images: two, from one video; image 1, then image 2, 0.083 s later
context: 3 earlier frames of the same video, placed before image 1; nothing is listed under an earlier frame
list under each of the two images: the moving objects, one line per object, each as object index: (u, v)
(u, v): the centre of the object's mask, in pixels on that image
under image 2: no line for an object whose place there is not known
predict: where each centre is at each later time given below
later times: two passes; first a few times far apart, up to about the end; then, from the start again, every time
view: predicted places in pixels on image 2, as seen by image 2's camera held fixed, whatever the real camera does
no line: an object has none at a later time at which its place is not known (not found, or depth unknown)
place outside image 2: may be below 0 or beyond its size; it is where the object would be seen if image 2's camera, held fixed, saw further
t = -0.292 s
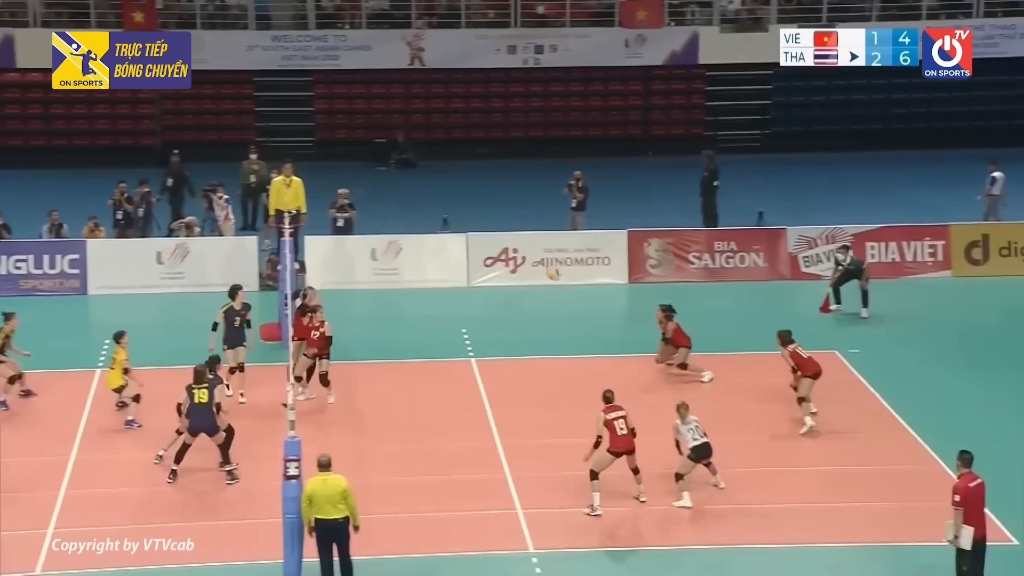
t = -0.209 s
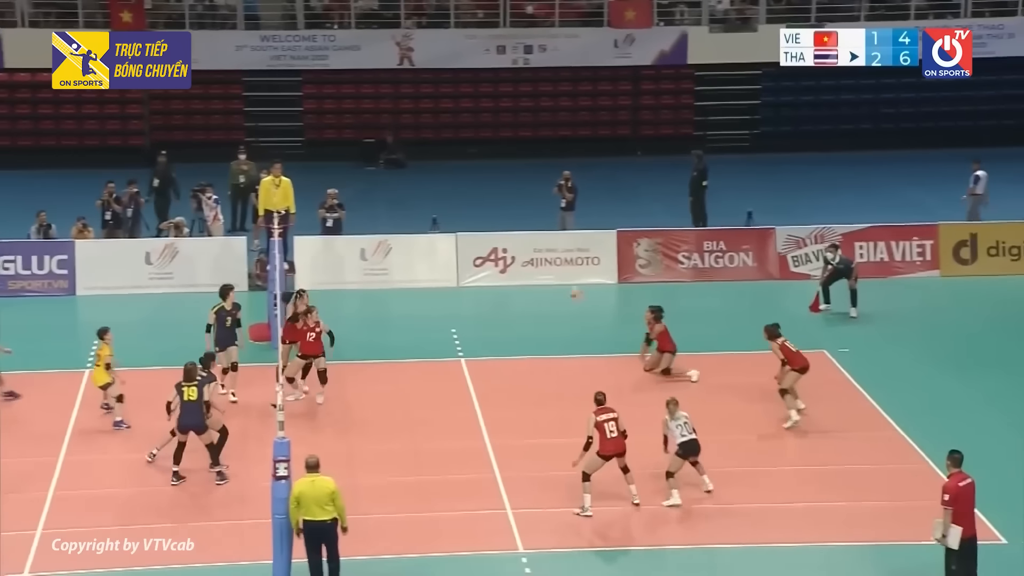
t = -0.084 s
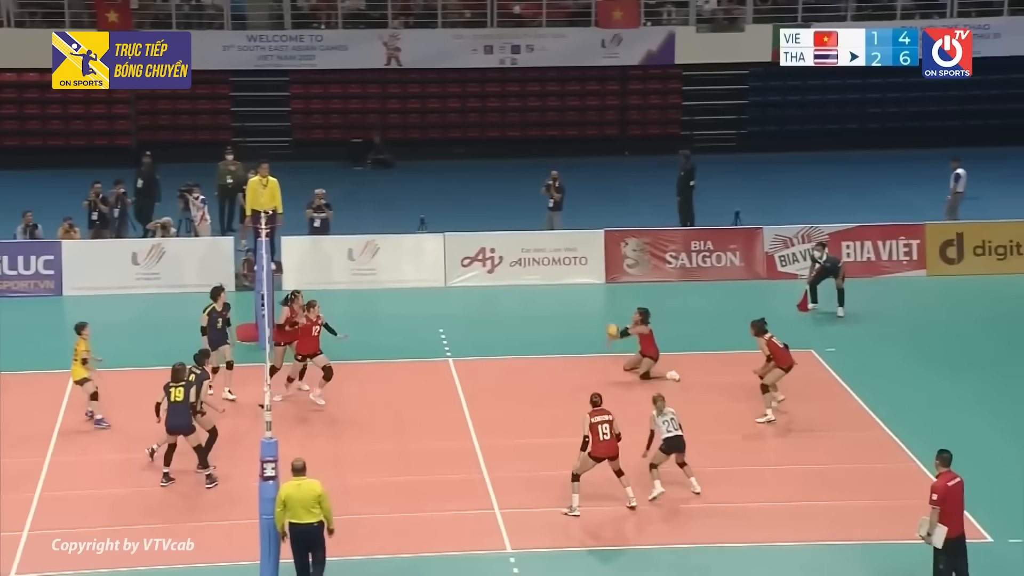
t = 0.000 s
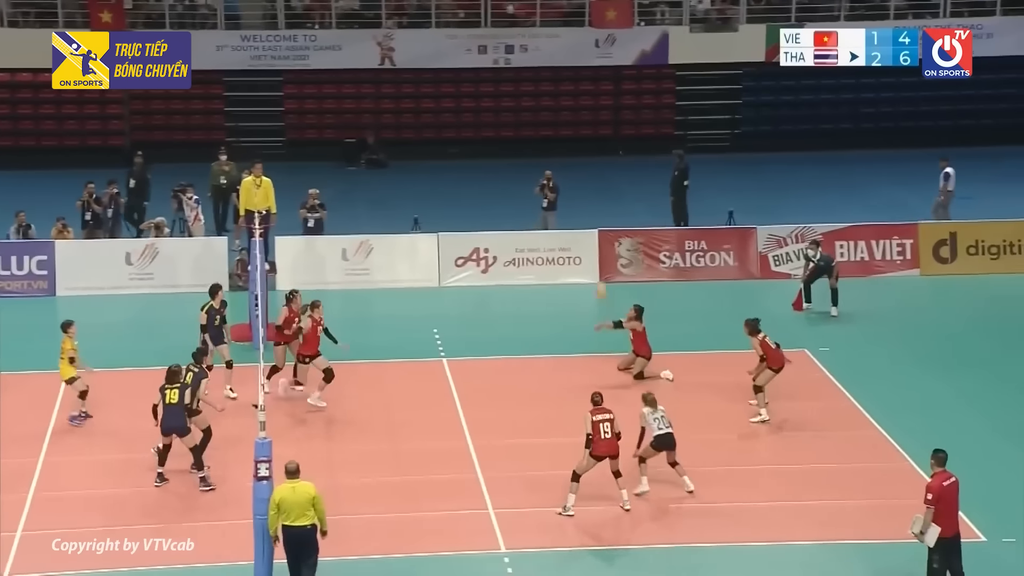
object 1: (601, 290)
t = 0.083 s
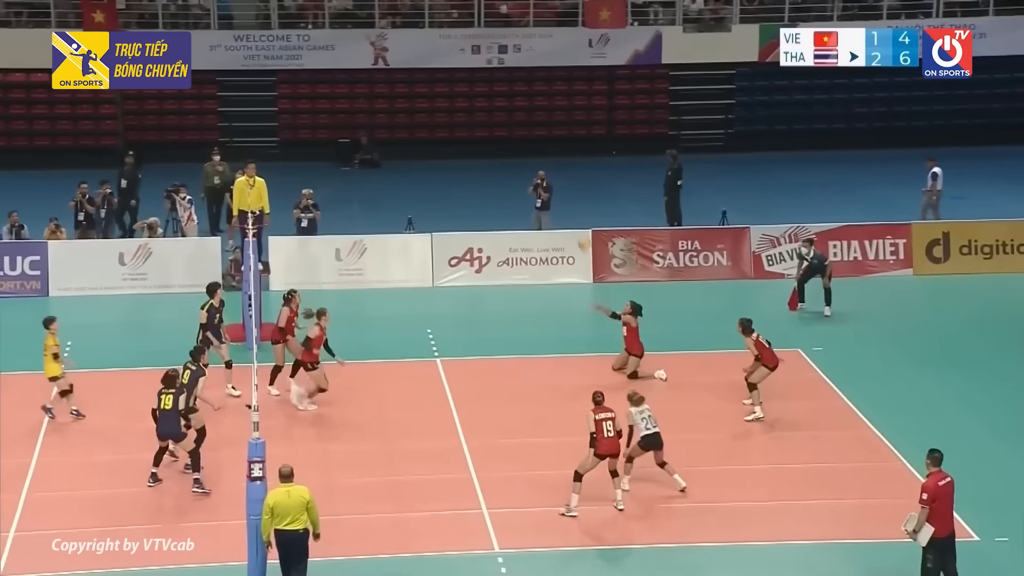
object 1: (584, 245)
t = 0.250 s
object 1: (567, 177)
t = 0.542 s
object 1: (538, 99)
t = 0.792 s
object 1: (510, 71)
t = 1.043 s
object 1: (485, 81)
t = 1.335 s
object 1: (453, 147)
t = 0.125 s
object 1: (579, 223)
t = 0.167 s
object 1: (575, 208)
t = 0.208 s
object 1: (571, 193)
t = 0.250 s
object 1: (567, 177)
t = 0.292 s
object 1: (563, 163)
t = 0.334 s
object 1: (559, 150)
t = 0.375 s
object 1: (555, 138)
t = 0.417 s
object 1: (550, 127)
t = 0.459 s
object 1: (546, 117)
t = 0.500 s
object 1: (542, 108)
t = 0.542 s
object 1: (538, 99)
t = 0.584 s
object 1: (531, 89)
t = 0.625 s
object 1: (527, 84)
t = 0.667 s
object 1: (523, 78)
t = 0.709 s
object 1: (519, 75)
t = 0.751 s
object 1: (515, 72)
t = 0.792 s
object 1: (510, 71)
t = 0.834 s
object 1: (506, 70)
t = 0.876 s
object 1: (502, 70)
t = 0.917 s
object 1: (498, 71)
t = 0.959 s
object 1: (494, 74)
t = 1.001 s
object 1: (489, 77)
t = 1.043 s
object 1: (485, 81)
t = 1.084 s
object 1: (479, 90)
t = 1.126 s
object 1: (474, 97)
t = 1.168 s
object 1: (470, 105)
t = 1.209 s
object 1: (466, 114)
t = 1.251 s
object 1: (462, 124)
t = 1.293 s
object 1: (457, 135)
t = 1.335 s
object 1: (453, 147)
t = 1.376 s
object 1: (449, 160)
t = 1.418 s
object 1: (445, 173)
